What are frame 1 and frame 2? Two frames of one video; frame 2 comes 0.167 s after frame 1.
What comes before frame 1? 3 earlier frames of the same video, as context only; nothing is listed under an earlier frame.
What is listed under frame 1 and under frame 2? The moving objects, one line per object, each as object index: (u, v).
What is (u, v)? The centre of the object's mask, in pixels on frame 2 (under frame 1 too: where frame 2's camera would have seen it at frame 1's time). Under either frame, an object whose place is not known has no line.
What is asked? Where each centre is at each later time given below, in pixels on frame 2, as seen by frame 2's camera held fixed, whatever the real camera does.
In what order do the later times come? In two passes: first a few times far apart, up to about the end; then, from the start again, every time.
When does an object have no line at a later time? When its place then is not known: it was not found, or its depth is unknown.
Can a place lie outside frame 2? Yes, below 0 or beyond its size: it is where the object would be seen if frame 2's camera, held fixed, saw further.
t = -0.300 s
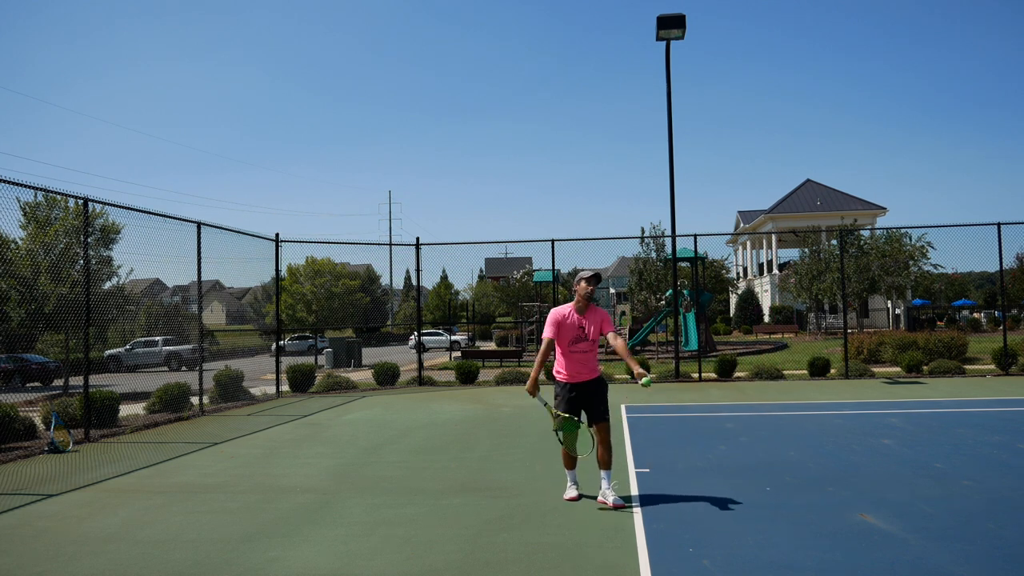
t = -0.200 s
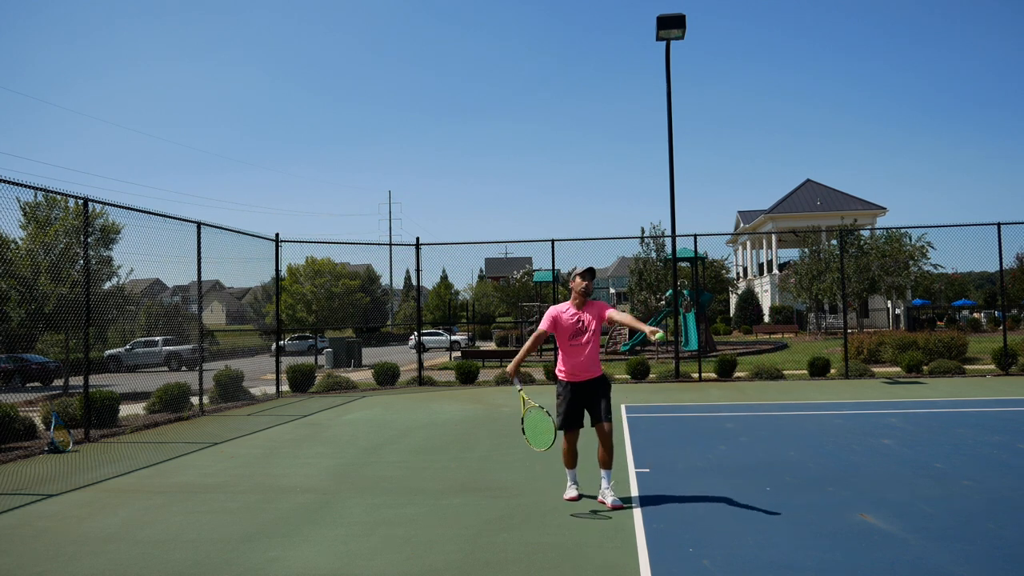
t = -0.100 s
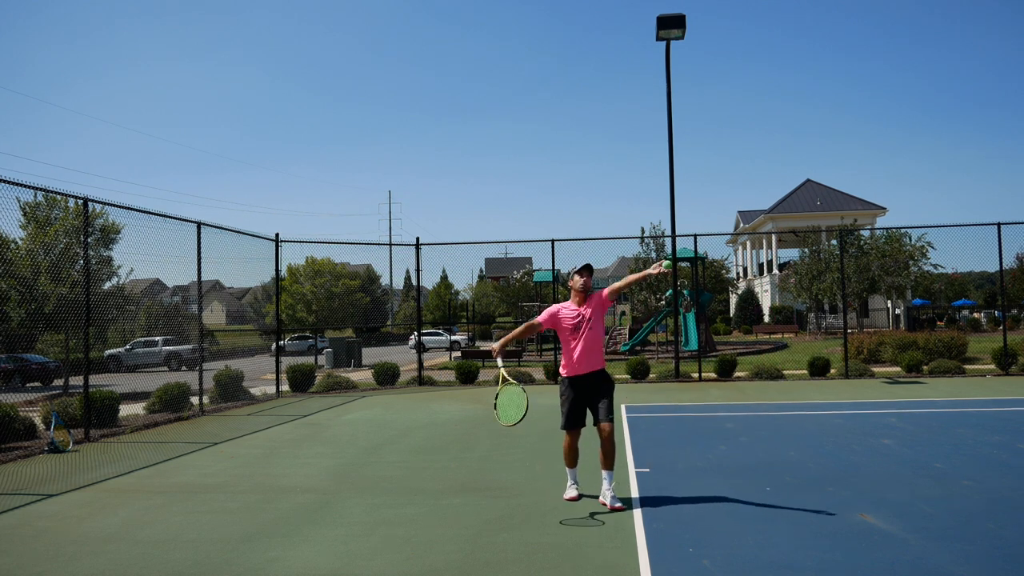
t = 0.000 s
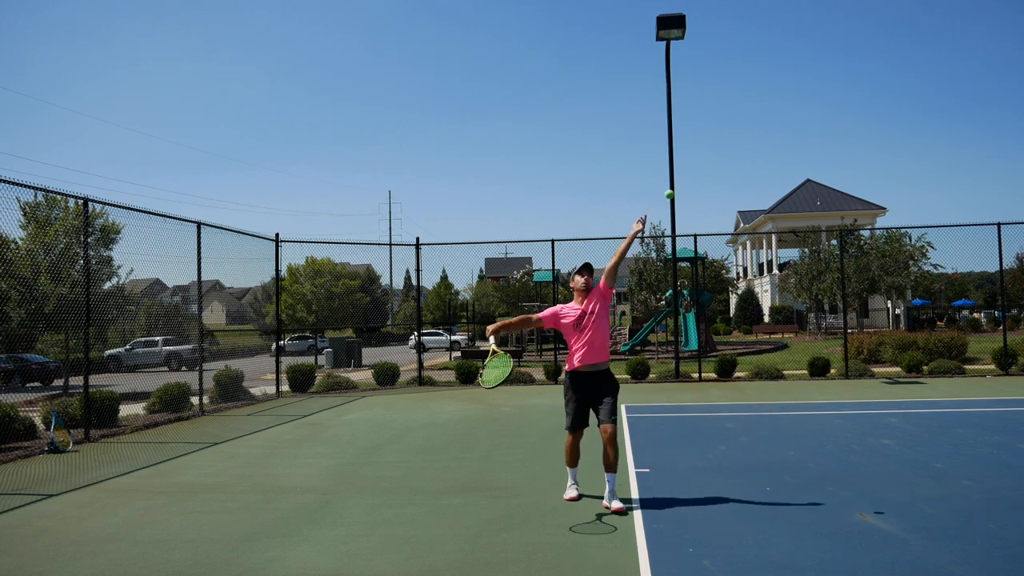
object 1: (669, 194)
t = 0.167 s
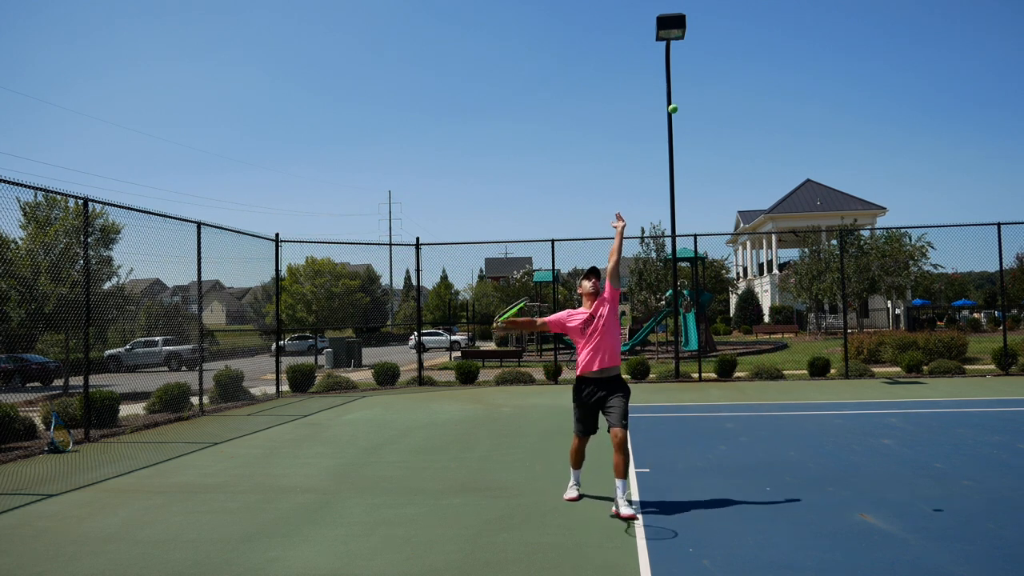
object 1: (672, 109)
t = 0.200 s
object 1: (672, 96)
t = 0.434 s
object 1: (680, 50)
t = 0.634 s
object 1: (687, 67)
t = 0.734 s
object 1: (691, 95)
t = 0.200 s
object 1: (672, 96)
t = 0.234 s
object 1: (673, 85)
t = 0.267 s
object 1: (675, 76)
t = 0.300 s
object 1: (676, 68)
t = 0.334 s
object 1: (677, 62)
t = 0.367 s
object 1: (678, 56)
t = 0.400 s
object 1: (679, 53)
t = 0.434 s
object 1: (680, 50)
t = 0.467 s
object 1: (681, 50)
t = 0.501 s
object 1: (682, 50)
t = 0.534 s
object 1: (683, 52)
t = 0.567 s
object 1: (685, 56)
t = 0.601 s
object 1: (686, 61)
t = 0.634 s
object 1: (687, 67)
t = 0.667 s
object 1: (689, 75)
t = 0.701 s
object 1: (690, 84)
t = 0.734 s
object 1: (691, 95)
